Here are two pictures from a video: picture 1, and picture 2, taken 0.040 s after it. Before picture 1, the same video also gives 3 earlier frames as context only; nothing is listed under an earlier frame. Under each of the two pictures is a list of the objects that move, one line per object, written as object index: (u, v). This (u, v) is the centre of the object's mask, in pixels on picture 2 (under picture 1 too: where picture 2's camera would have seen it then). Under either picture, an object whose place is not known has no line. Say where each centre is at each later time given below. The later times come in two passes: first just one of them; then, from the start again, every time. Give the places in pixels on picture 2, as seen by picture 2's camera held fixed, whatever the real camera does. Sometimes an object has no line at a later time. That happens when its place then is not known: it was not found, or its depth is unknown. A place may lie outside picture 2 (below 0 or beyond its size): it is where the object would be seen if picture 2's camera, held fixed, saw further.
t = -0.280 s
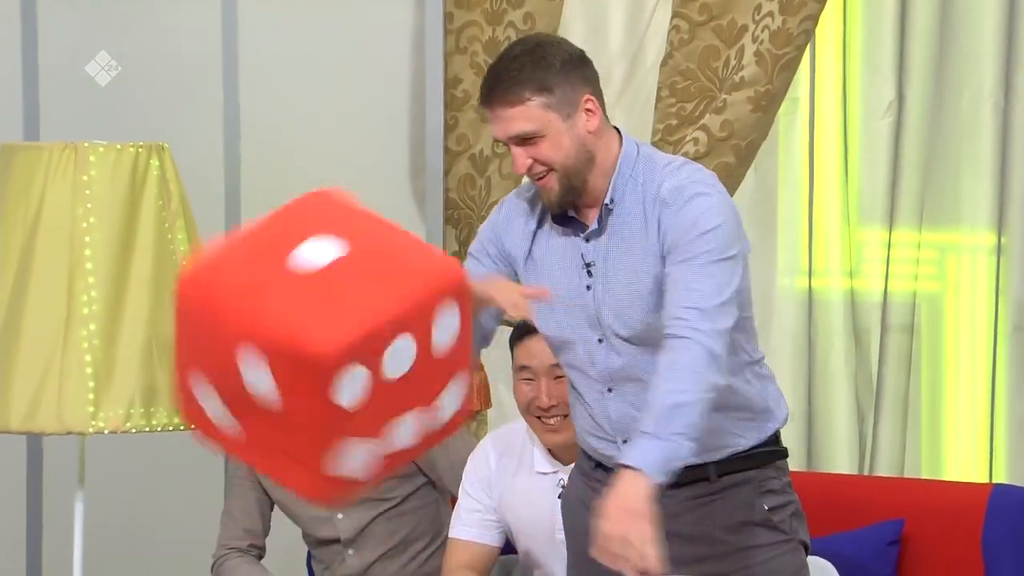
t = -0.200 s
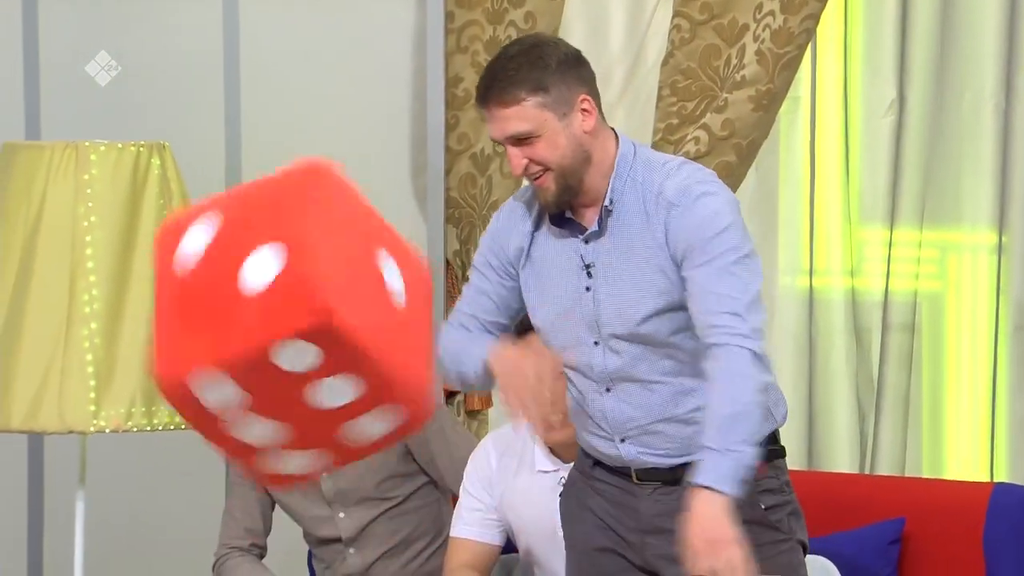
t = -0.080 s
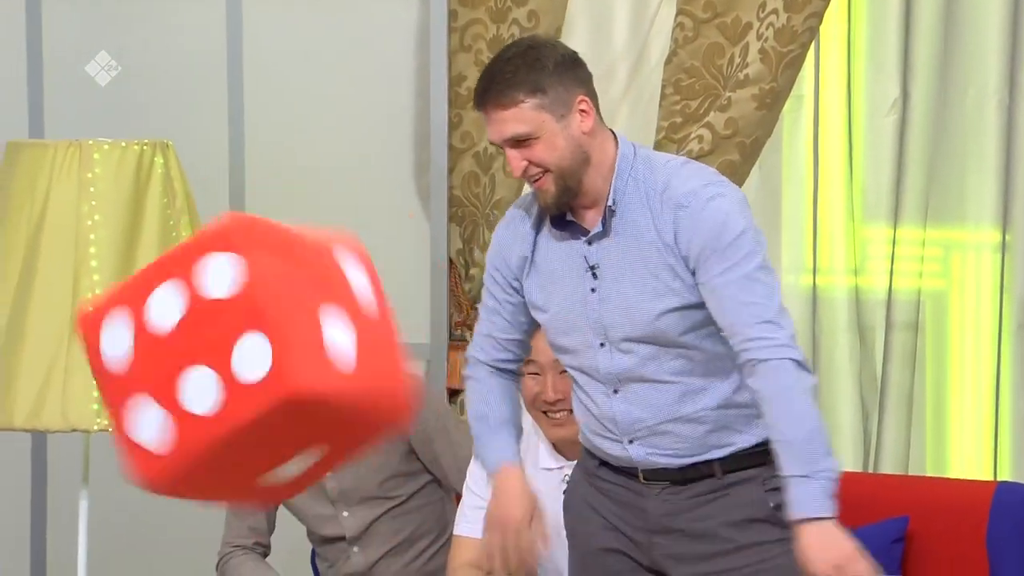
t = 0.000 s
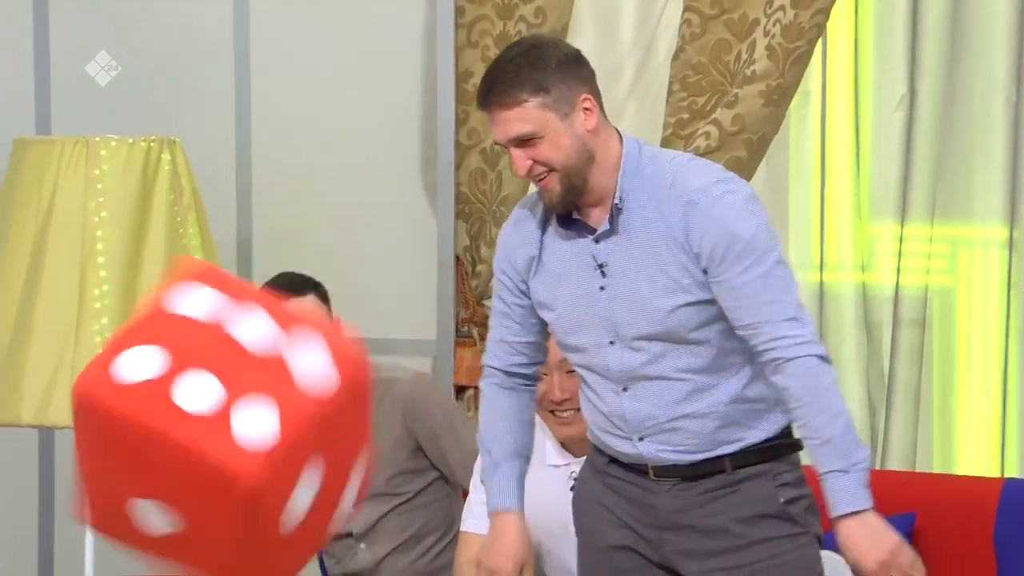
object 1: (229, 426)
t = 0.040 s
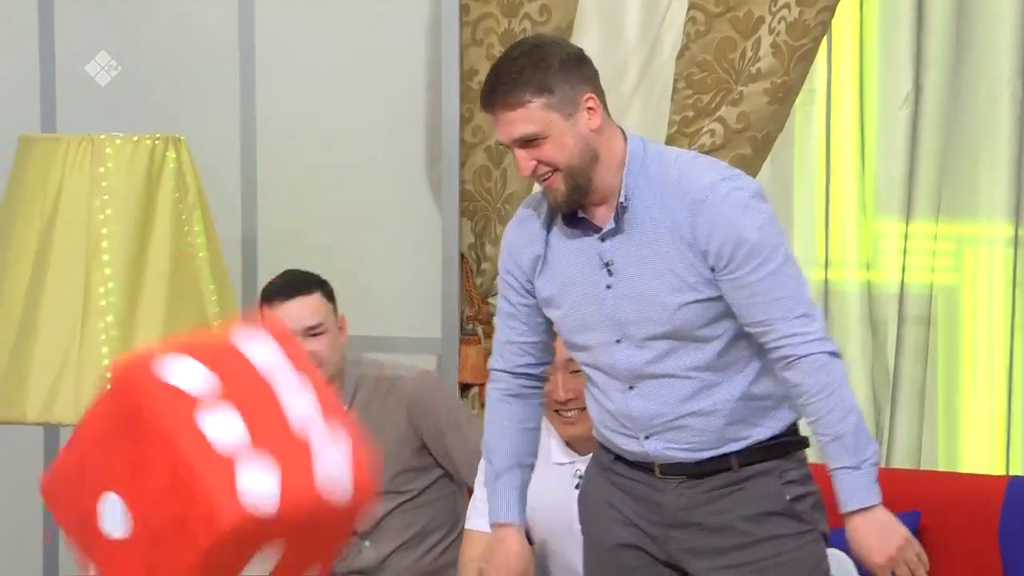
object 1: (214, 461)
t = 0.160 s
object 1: (161, 562)
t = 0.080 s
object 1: (197, 494)
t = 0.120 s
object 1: (180, 527)
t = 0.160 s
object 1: (161, 562)
